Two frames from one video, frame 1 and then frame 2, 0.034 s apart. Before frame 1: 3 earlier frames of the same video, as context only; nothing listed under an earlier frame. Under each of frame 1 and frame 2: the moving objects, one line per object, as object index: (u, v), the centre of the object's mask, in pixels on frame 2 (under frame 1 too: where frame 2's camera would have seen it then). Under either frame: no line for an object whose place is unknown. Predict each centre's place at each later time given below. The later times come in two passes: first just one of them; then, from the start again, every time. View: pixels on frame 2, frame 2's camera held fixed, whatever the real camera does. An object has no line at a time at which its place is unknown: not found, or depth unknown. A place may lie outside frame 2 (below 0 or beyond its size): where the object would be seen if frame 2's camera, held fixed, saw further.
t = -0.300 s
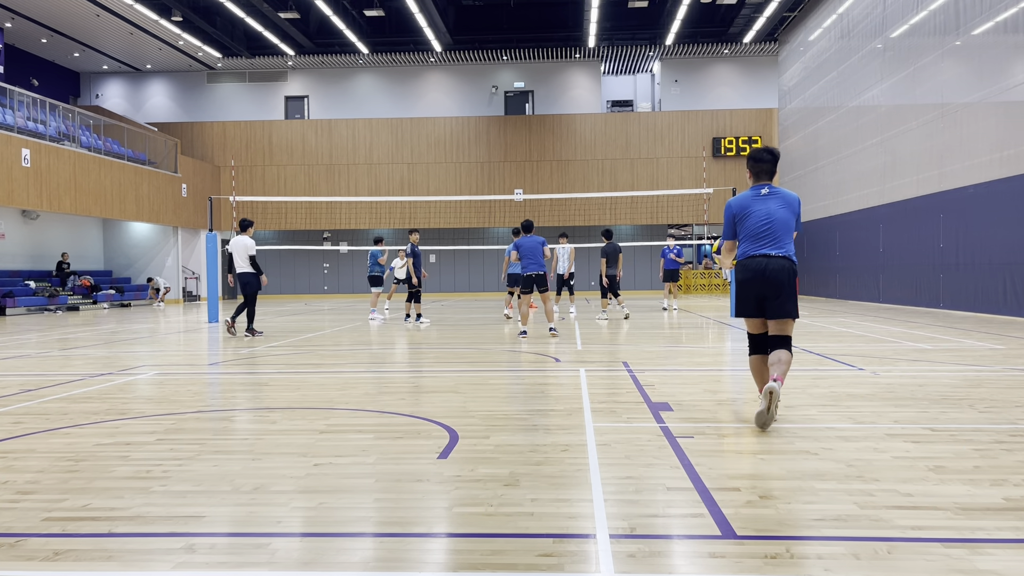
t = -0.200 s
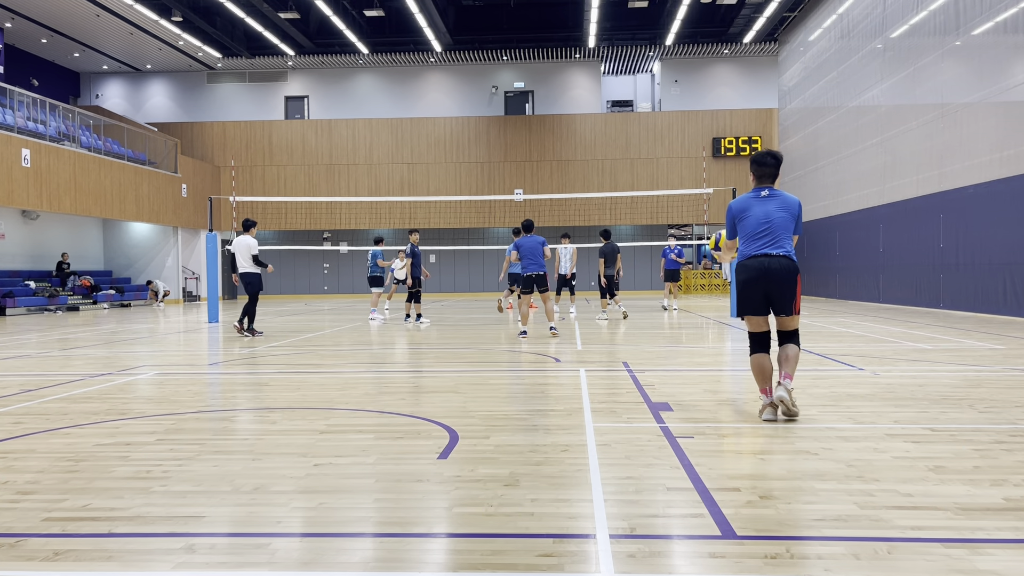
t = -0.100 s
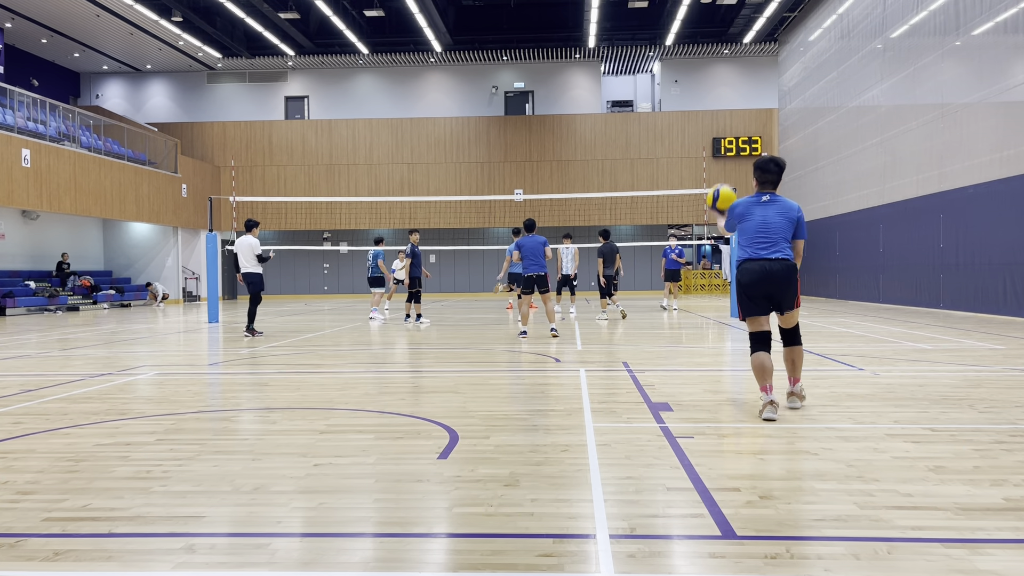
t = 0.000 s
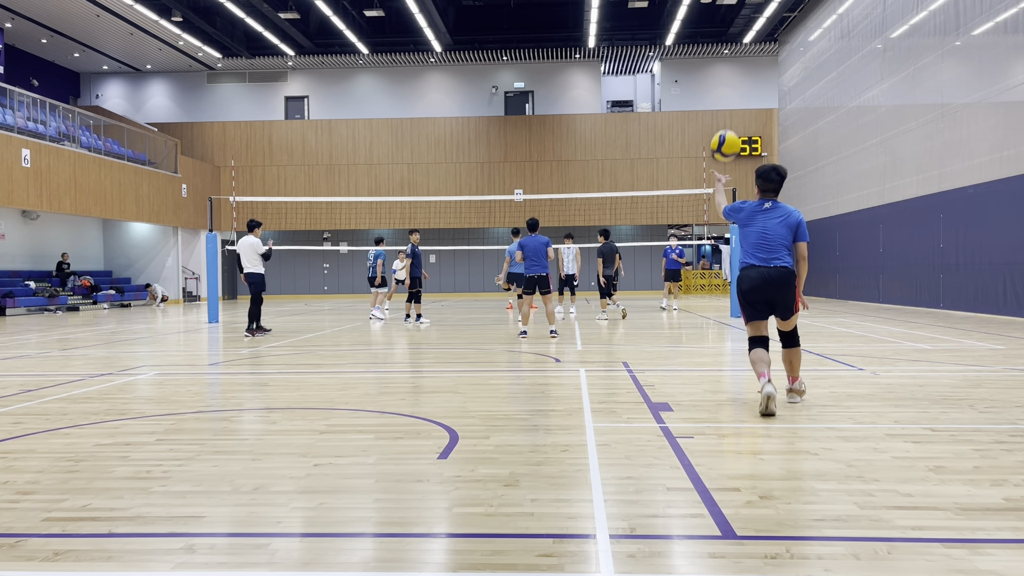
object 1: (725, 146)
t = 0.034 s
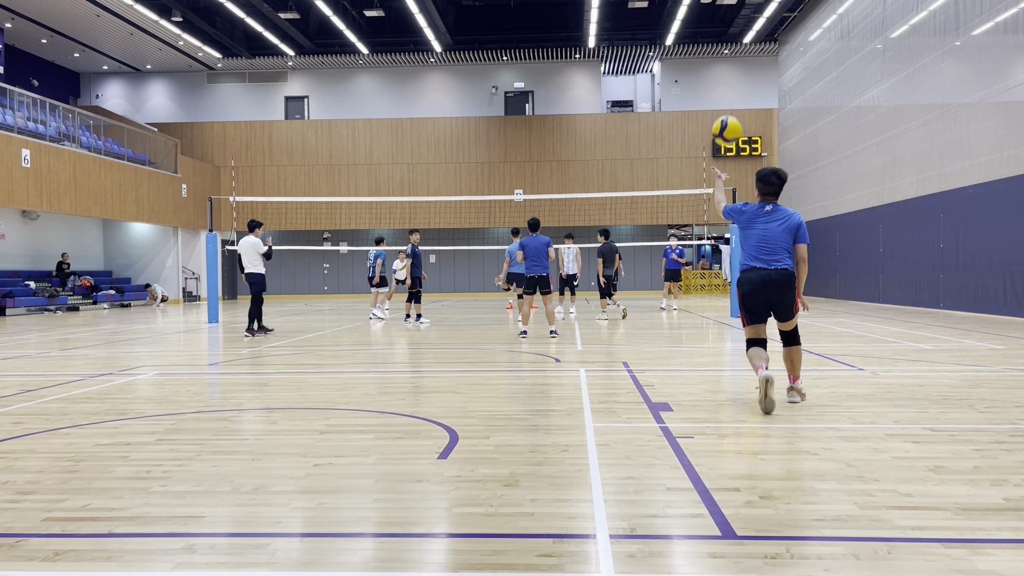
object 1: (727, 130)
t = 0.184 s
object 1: (733, 84)
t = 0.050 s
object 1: (727, 124)
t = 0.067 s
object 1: (728, 118)
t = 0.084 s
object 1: (729, 112)
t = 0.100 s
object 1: (730, 106)
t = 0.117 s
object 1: (730, 101)
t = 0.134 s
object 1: (731, 96)
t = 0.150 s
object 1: (732, 92)
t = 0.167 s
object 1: (732, 88)
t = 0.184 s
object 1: (733, 84)
